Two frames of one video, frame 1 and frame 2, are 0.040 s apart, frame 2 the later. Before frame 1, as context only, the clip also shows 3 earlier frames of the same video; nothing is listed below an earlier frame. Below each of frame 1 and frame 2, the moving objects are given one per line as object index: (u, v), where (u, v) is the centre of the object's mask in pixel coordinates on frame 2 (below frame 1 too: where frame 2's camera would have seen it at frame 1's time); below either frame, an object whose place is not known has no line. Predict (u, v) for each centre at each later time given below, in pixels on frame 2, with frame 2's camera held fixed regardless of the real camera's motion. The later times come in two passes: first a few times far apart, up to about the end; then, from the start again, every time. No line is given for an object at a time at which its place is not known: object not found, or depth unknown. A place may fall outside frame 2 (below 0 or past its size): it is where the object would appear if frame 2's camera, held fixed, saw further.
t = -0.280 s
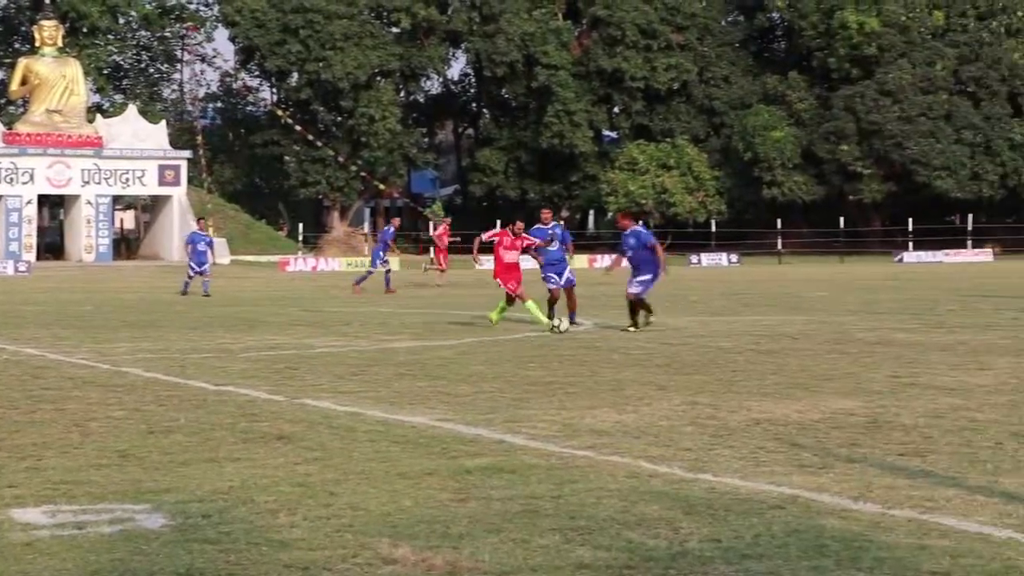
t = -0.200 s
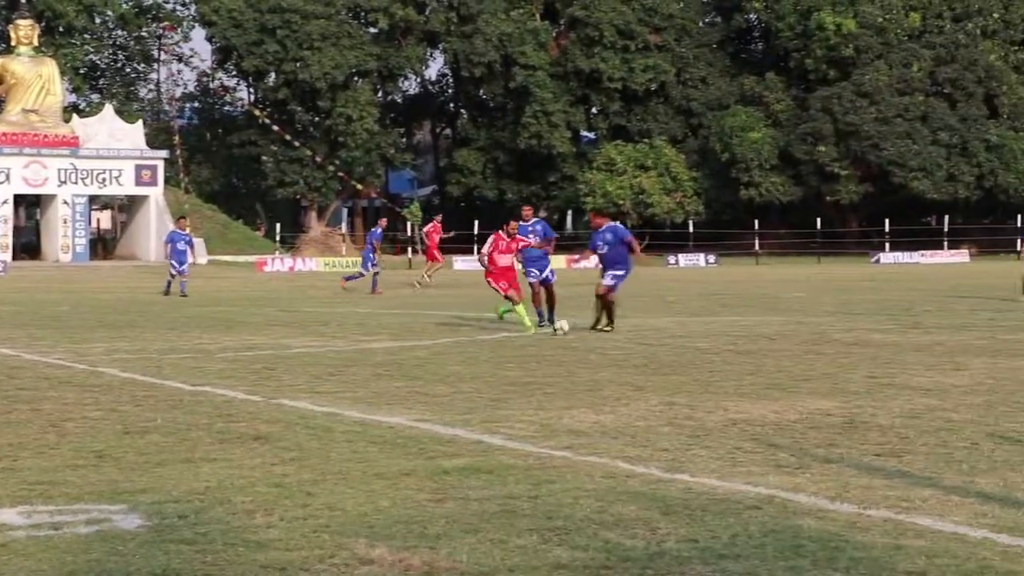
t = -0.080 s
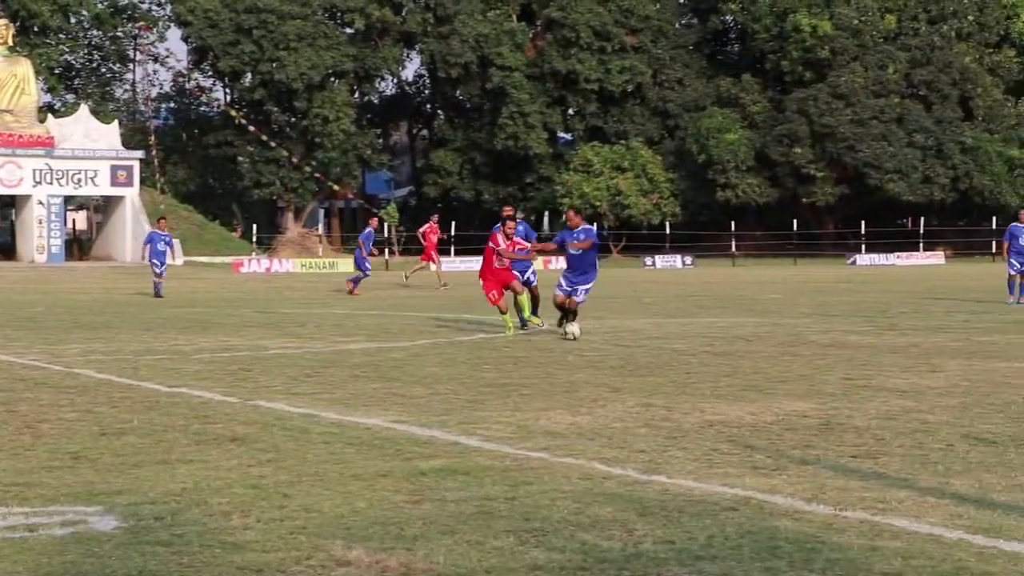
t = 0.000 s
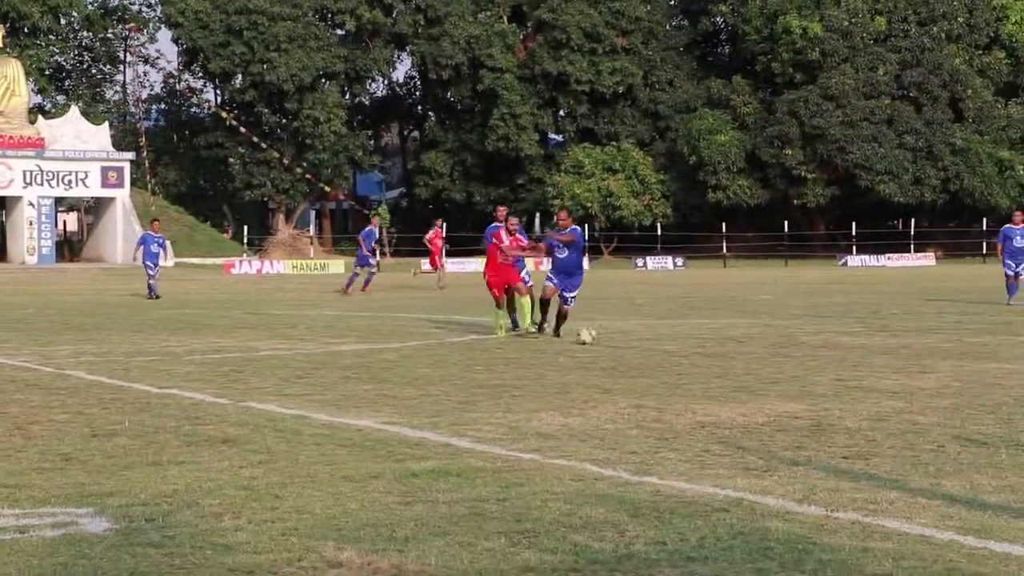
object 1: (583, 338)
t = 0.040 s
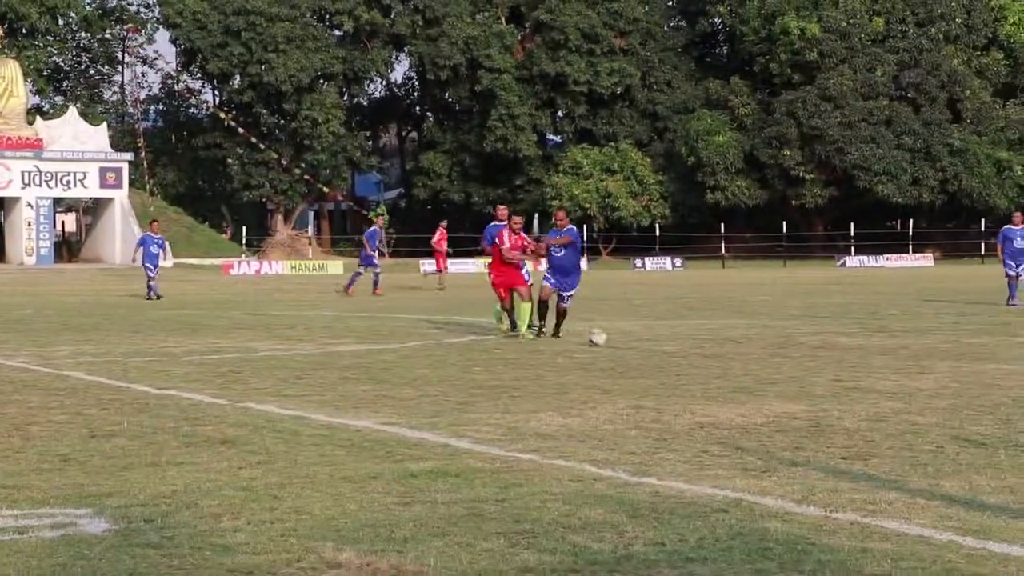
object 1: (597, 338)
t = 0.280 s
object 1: (670, 341)
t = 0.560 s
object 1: (753, 341)
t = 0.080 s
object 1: (608, 338)
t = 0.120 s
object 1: (622, 337)
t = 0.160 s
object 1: (632, 338)
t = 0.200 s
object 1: (647, 340)
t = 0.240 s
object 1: (658, 340)
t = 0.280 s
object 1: (670, 341)
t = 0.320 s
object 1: (682, 342)
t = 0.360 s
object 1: (694, 344)
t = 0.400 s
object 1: (705, 345)
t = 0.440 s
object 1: (718, 347)
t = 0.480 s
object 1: (729, 347)
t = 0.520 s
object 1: (741, 344)
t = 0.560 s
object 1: (753, 341)
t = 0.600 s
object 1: (765, 340)
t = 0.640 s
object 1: (776, 341)
